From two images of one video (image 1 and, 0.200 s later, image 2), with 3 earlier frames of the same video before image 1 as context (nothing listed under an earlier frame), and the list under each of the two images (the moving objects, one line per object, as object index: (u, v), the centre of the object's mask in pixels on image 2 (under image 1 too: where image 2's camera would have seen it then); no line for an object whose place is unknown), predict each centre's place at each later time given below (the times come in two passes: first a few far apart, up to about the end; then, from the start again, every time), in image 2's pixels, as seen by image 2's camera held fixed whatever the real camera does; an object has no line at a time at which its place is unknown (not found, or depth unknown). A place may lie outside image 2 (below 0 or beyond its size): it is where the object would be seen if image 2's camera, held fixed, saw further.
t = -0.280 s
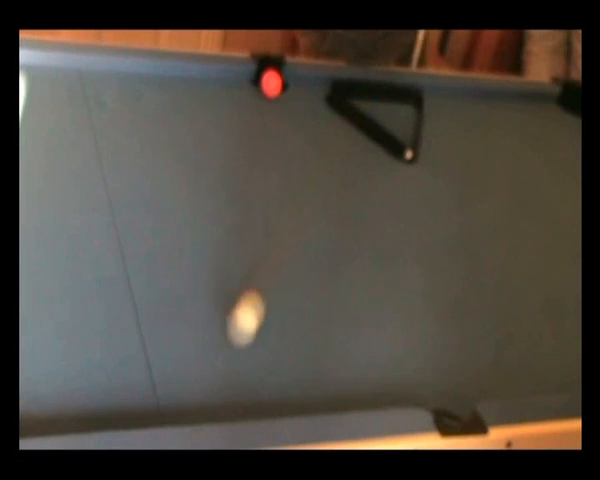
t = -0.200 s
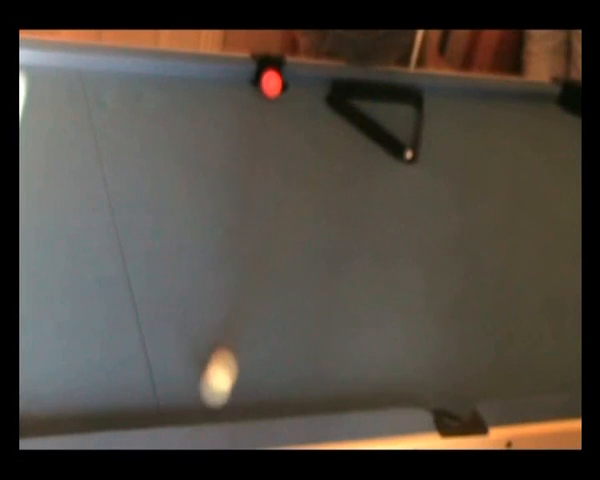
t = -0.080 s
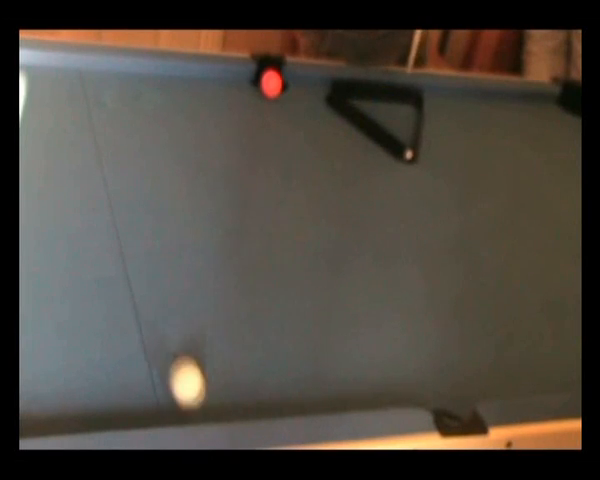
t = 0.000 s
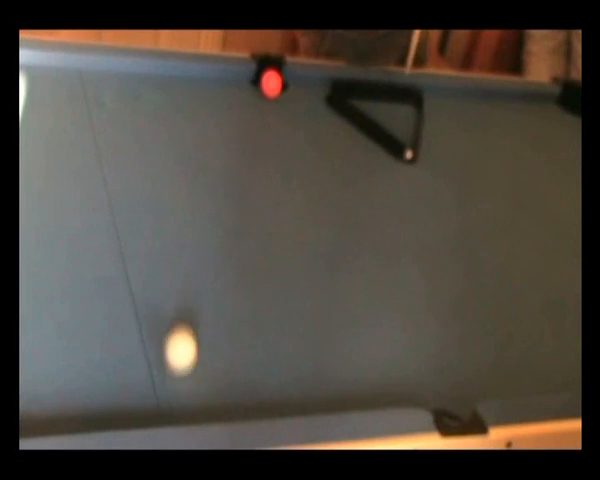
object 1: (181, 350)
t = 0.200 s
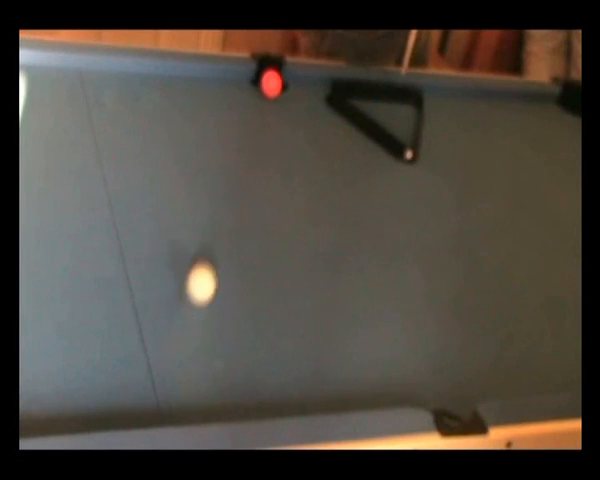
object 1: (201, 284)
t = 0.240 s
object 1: (205, 272)
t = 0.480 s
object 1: (226, 212)
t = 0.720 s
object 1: (242, 167)
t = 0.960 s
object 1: (254, 129)
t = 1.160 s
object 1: (261, 103)
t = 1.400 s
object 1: (260, 88)
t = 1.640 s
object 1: (256, 81)
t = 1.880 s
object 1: (255, 78)
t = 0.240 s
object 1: (205, 272)
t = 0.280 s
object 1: (209, 261)
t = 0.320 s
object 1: (213, 251)
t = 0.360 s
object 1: (216, 241)
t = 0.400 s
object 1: (220, 231)
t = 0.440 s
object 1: (223, 222)
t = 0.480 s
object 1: (226, 212)
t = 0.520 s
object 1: (229, 204)
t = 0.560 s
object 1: (232, 196)
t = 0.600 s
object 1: (234, 188)
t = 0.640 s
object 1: (237, 181)
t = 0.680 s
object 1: (239, 174)
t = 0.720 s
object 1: (242, 167)
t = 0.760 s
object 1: (244, 159)
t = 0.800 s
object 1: (246, 153)
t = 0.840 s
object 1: (248, 146)
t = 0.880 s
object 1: (250, 140)
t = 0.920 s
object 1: (252, 134)
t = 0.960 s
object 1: (254, 129)
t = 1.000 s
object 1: (255, 123)
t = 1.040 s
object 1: (257, 117)
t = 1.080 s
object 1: (258, 113)
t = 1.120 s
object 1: (259, 108)
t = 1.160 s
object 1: (261, 103)
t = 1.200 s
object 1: (262, 99)
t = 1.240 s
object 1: (263, 94)
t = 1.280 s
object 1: (262, 93)
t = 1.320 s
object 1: (261, 91)
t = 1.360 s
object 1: (261, 89)
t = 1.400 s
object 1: (260, 88)
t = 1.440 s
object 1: (259, 86)
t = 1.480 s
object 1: (258, 85)
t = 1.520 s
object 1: (258, 84)
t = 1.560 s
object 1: (257, 82)
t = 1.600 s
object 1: (256, 81)
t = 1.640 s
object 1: (256, 81)
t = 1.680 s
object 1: (255, 80)
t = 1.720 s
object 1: (255, 79)
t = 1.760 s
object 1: (255, 78)
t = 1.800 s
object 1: (255, 77)
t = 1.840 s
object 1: (254, 78)
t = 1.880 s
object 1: (255, 78)
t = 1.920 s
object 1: (255, 78)
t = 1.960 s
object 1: (256, 78)
